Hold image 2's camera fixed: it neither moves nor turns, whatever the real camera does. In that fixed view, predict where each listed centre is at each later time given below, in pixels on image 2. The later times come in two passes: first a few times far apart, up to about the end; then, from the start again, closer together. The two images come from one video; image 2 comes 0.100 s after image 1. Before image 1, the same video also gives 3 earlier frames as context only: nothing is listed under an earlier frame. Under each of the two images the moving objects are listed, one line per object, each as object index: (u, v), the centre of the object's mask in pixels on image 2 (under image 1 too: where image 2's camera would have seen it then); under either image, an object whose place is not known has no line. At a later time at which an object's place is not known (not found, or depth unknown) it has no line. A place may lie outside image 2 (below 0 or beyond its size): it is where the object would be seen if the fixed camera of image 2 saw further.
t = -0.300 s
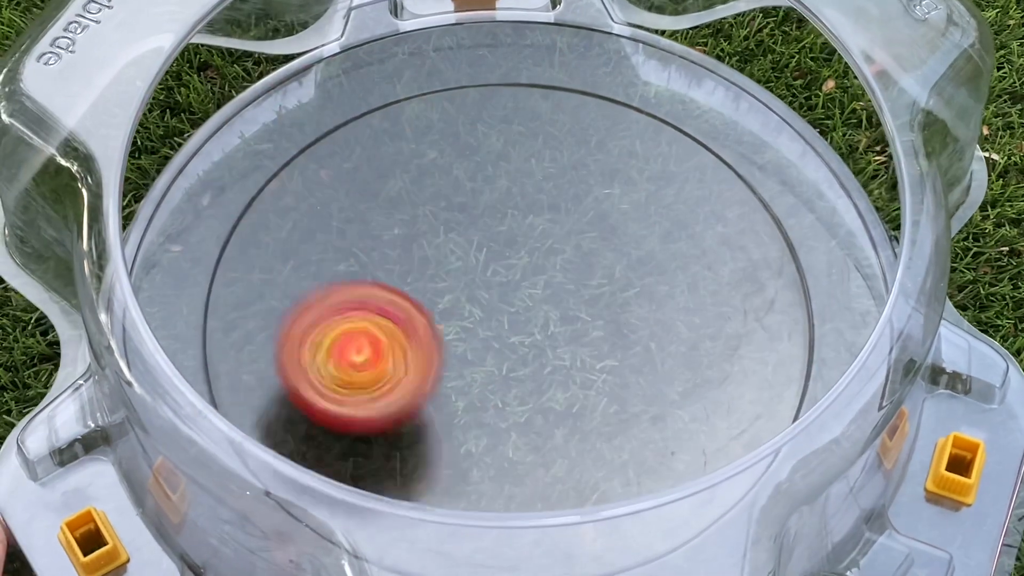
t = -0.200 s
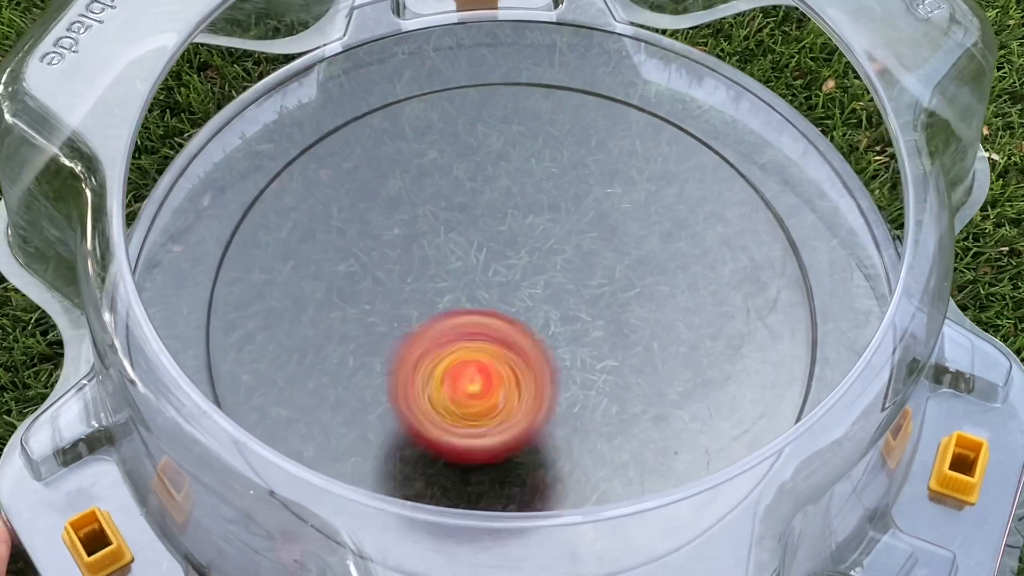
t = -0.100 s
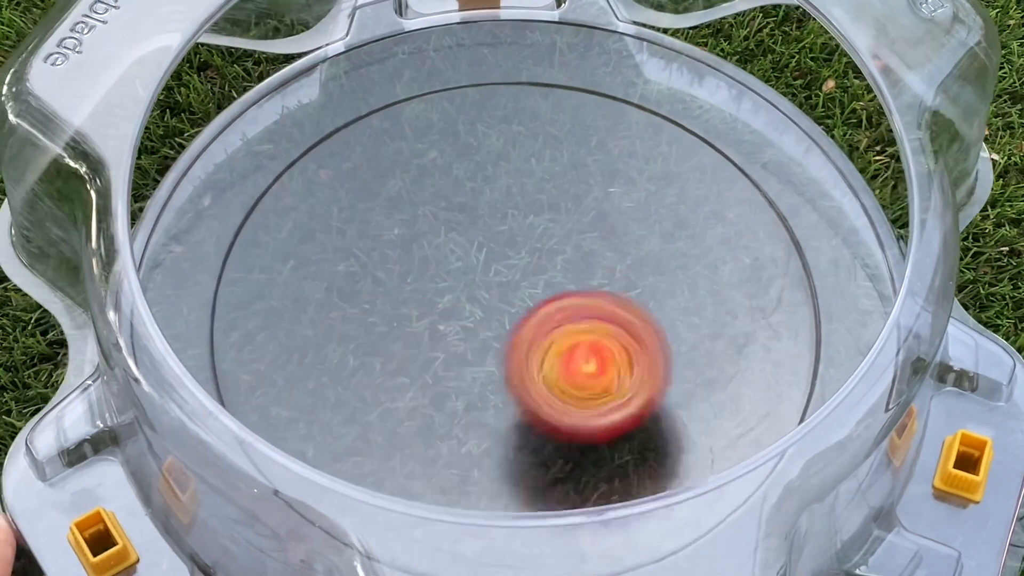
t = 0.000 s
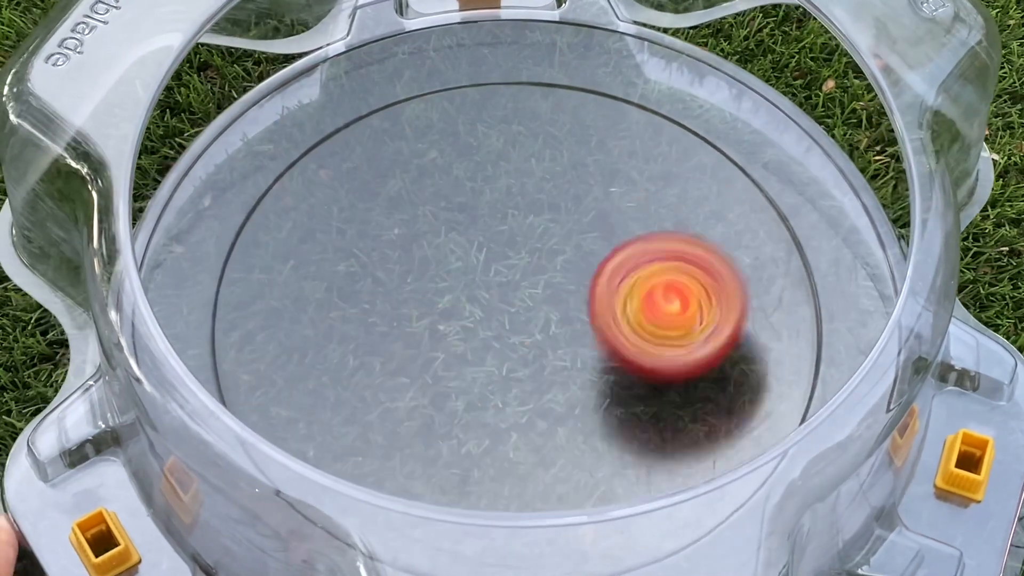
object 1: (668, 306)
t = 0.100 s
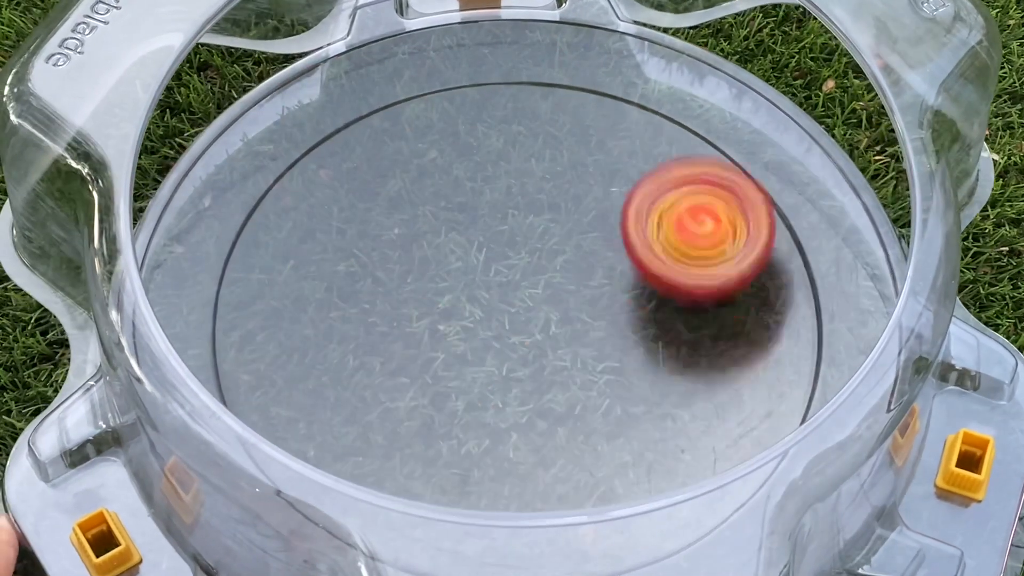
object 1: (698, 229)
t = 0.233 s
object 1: (656, 145)
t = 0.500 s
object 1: (456, 171)
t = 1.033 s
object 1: (654, 425)
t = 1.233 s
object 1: (704, 317)
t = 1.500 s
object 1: (518, 230)
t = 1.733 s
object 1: (351, 307)
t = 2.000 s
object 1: (399, 431)
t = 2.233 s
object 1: (549, 395)
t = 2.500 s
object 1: (543, 230)
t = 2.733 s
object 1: (417, 177)
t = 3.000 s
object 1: (364, 273)
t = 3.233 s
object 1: (488, 349)
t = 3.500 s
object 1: (635, 285)
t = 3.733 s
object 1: (612, 206)
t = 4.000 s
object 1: (497, 231)
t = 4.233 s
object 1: (458, 335)
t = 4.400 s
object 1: (497, 396)
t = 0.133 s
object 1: (696, 205)
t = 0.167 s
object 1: (687, 182)
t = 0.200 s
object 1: (674, 162)
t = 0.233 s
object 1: (656, 145)
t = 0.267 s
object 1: (634, 131)
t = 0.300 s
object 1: (610, 123)
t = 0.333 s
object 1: (582, 119)
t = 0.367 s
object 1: (555, 120)
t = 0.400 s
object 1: (528, 127)
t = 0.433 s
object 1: (501, 138)
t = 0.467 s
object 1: (478, 153)
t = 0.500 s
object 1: (456, 171)
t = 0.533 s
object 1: (437, 193)
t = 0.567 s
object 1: (422, 219)
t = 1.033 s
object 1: (654, 425)
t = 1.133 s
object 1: (705, 379)
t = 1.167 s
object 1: (711, 358)
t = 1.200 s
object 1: (710, 338)
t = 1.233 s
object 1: (704, 317)
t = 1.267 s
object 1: (693, 297)
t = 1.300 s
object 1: (678, 279)
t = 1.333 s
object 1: (657, 263)
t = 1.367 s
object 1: (633, 250)
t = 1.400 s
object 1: (606, 240)
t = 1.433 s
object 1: (578, 233)
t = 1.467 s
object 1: (548, 230)
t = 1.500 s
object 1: (518, 230)
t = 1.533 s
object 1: (488, 232)
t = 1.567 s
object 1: (460, 238)
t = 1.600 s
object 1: (433, 247)
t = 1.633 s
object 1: (408, 259)
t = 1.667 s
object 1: (384, 273)
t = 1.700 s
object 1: (366, 289)
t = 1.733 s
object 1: (351, 307)
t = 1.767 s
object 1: (341, 326)
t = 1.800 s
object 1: (334, 345)
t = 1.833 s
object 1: (334, 365)
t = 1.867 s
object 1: (338, 384)
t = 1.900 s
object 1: (348, 400)
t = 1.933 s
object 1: (362, 413)
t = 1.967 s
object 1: (379, 423)
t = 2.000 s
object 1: (399, 431)
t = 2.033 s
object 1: (421, 436)
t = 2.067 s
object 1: (444, 439)
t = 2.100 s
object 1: (466, 438)
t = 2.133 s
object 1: (490, 435)
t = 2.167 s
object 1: (512, 425)
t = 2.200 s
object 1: (533, 411)
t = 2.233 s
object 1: (549, 395)
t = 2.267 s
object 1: (561, 376)
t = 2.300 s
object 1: (570, 355)
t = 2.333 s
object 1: (574, 332)
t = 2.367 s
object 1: (575, 311)
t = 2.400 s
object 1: (572, 289)
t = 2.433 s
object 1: (565, 269)
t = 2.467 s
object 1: (555, 249)
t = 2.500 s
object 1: (543, 230)
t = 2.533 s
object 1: (529, 214)
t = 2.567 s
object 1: (511, 200)
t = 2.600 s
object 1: (493, 189)
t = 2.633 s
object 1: (474, 181)
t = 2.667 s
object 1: (455, 177)
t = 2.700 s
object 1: (436, 175)
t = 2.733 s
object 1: (417, 177)
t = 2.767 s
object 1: (401, 182)
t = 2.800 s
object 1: (387, 189)
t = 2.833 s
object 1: (375, 199)
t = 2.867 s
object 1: (367, 211)
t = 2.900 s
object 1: (361, 225)
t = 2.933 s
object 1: (358, 240)
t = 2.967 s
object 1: (359, 257)
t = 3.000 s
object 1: (364, 273)
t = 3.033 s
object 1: (373, 289)
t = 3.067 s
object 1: (385, 304)
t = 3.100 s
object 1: (401, 318)
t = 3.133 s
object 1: (420, 329)
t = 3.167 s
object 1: (440, 339)
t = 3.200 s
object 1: (464, 345)
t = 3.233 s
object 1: (488, 349)
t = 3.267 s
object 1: (511, 349)
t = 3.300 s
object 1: (536, 346)
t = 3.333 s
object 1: (558, 342)
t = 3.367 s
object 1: (578, 334)
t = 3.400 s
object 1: (597, 323)
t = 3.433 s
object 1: (612, 312)
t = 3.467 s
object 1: (625, 298)
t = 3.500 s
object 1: (635, 285)
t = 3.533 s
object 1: (643, 271)
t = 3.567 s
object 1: (644, 255)
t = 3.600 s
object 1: (642, 242)
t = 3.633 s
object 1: (638, 231)
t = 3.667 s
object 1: (631, 221)
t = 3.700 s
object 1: (622, 212)
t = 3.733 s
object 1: (612, 206)
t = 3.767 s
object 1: (599, 202)
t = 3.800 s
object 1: (585, 200)
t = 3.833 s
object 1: (571, 199)
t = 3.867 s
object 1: (556, 201)
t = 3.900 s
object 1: (541, 206)
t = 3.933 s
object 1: (526, 212)
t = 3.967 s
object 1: (511, 220)
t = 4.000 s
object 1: (497, 231)
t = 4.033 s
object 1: (485, 243)
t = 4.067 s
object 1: (475, 257)
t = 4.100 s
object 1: (466, 271)
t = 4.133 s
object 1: (460, 288)
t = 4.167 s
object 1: (457, 303)
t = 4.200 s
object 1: (456, 320)
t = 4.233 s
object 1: (458, 335)
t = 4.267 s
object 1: (462, 351)
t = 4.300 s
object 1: (468, 364)
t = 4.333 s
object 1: (476, 377)
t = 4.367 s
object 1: (486, 388)
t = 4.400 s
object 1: (497, 396)
